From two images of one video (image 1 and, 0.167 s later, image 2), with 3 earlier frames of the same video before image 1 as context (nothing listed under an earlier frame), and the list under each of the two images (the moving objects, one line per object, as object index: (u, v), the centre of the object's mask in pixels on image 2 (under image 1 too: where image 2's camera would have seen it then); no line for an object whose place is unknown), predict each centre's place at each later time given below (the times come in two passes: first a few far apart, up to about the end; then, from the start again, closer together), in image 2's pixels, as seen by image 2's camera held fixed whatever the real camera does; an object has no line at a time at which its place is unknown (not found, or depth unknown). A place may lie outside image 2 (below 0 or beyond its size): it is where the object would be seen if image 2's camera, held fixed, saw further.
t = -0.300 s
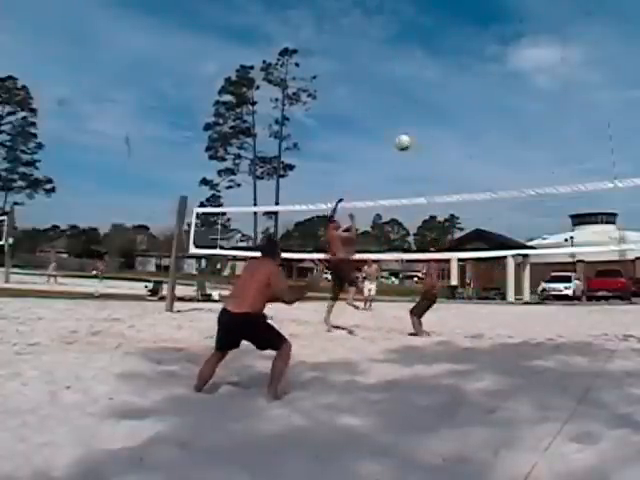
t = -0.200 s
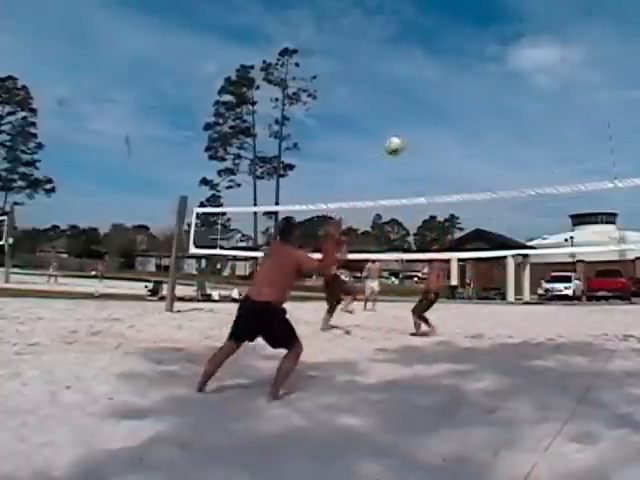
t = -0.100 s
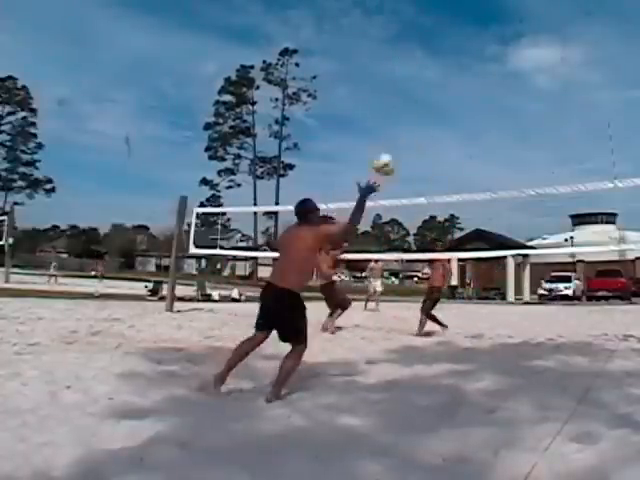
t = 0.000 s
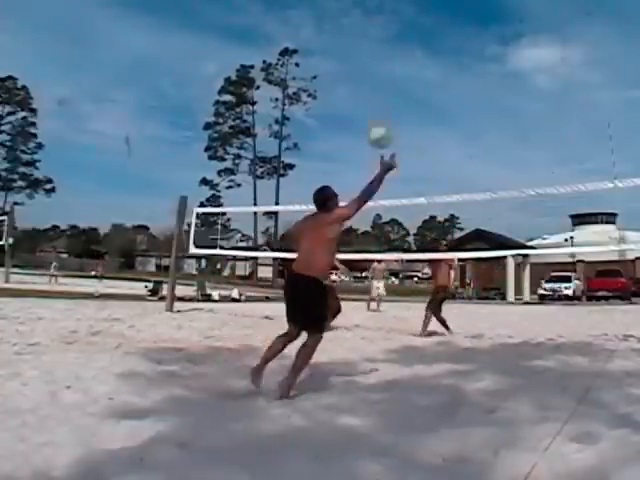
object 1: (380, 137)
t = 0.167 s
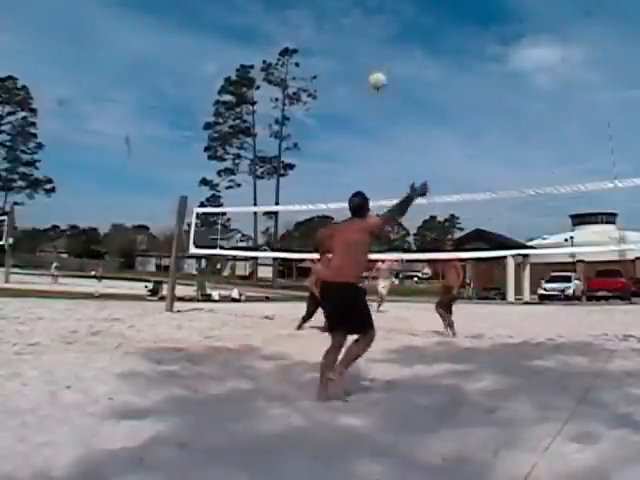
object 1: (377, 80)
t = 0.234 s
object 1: (376, 68)
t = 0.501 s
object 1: (373, 62)
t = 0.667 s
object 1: (371, 83)
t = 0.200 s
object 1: (377, 73)
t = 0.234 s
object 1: (376, 68)
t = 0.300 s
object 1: (376, 62)
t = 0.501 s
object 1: (373, 62)
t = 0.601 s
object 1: (373, 73)
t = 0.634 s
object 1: (372, 77)
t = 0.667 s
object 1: (371, 83)
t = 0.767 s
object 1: (371, 101)
